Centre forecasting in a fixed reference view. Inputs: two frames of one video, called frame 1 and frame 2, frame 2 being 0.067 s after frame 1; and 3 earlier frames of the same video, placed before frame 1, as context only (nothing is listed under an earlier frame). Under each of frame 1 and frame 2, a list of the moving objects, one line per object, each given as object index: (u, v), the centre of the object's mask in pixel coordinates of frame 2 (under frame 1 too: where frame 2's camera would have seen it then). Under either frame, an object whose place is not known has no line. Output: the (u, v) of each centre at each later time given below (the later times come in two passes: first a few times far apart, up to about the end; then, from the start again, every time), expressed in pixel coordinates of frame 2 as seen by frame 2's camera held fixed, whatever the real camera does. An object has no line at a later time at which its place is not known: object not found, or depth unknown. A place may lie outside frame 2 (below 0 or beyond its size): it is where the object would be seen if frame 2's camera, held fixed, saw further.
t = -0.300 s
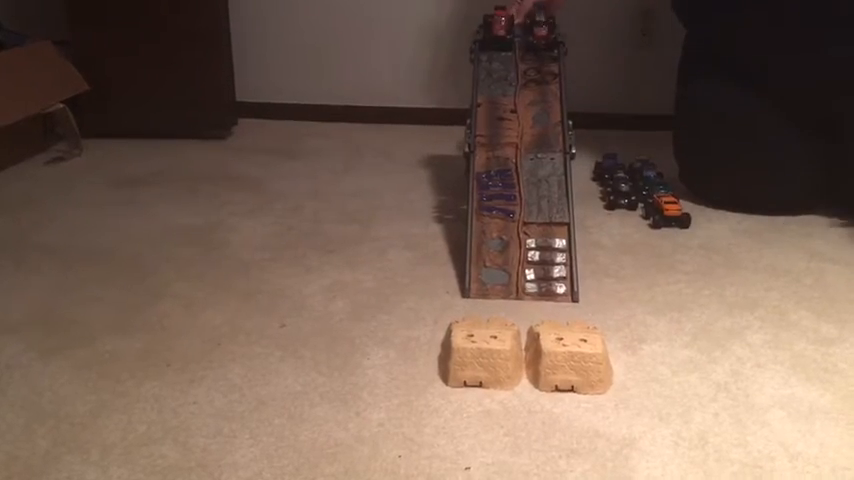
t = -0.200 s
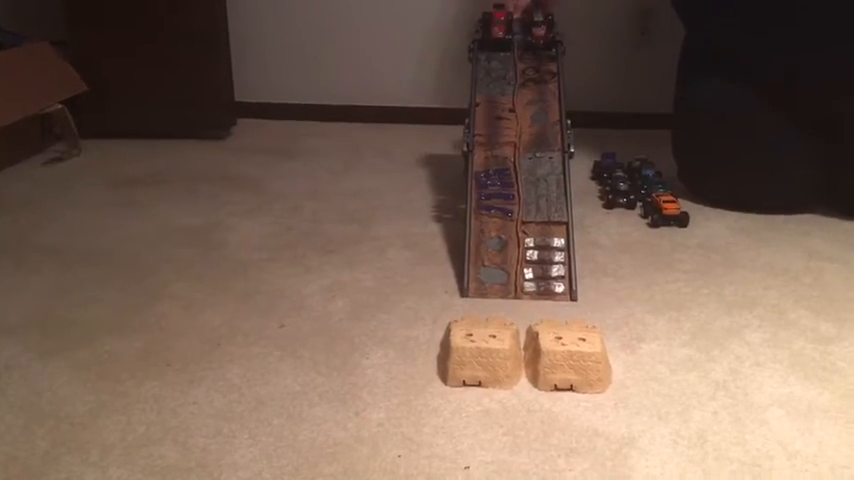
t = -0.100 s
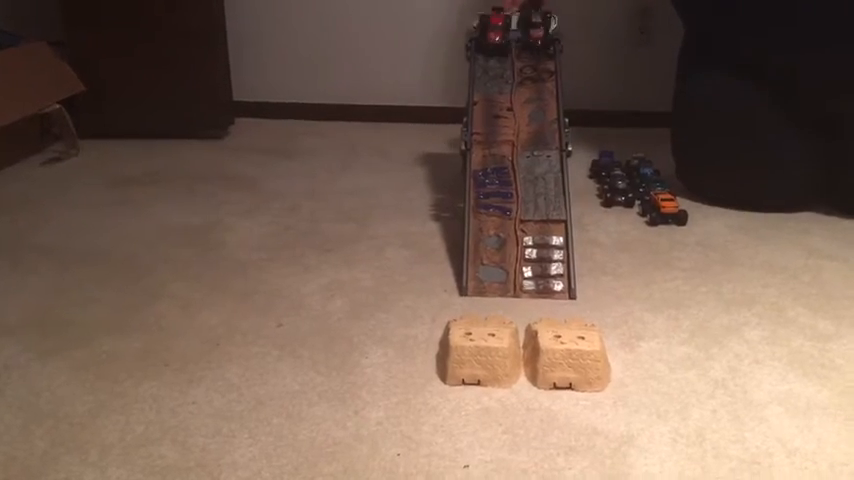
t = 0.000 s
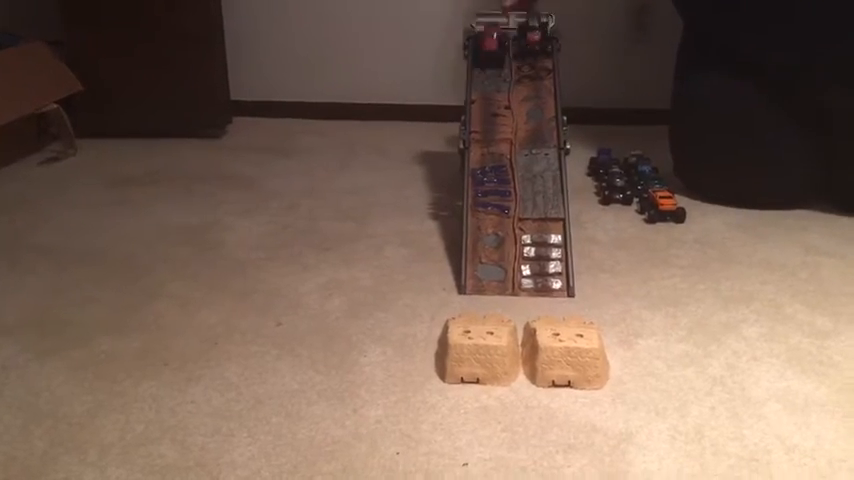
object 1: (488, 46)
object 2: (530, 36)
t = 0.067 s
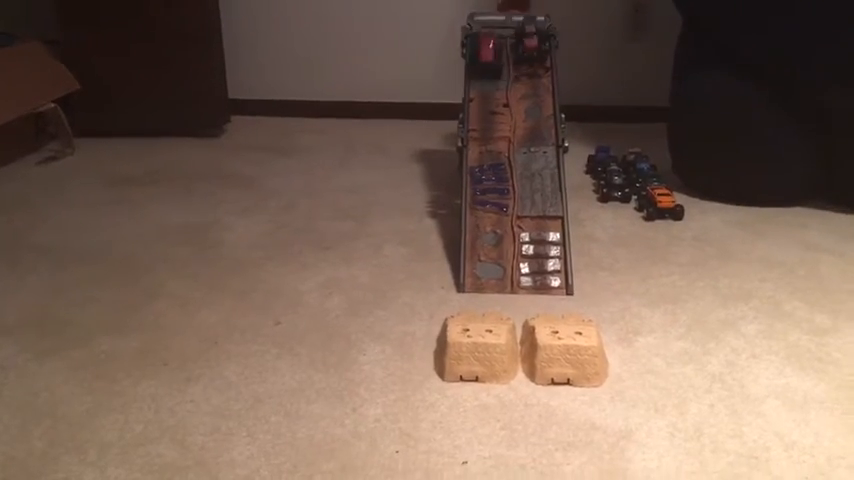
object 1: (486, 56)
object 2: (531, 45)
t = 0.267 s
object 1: (492, 107)
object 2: (530, 85)
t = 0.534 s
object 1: (535, 257)
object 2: (541, 195)
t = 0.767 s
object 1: (620, 322)
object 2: (537, 310)
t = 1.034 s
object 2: (519, 320)
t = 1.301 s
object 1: (760, 371)
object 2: (520, 320)
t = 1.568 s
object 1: (735, 364)
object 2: (521, 320)
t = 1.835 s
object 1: (736, 364)
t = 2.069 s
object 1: (736, 363)
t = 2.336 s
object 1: (735, 364)
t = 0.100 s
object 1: (487, 65)
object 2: (531, 52)
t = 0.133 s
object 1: (487, 70)
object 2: (530, 56)
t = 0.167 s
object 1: (488, 77)
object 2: (531, 59)
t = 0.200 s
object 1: (488, 87)
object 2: (531, 67)
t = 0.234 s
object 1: (491, 97)
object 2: (531, 75)
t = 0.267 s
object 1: (492, 107)
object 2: (530, 85)
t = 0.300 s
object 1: (496, 119)
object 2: (530, 95)
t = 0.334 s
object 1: (499, 134)
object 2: (531, 106)
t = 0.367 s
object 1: (503, 150)
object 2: (534, 116)
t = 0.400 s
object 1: (510, 167)
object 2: (538, 130)
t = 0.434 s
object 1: (516, 187)
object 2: (539, 142)
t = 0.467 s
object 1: (522, 209)
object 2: (540, 157)
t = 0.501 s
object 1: (530, 232)
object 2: (540, 175)
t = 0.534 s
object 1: (535, 257)
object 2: (541, 195)
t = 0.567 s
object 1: (543, 281)
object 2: (543, 217)
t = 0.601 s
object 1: (552, 292)
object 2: (541, 242)
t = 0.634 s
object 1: (563, 296)
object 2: (543, 261)
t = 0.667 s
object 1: (567, 298)
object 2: (542, 276)
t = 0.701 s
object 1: (582, 305)
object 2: (534, 300)
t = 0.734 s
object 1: (607, 314)
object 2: (540, 306)
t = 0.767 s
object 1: (620, 322)
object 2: (537, 310)
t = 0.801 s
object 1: (634, 331)
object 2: (533, 311)
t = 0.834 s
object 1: (649, 334)
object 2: (529, 315)
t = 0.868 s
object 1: (666, 336)
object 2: (525, 318)
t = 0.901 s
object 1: (684, 341)
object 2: (522, 319)
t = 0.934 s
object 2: (520, 319)
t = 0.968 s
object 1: (720, 352)
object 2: (519, 320)
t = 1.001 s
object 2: (519, 320)
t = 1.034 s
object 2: (519, 320)
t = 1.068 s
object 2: (519, 320)
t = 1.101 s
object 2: (520, 319)
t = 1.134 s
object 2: (520, 320)
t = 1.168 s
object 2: (520, 320)
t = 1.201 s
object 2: (520, 319)
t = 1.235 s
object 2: (520, 320)
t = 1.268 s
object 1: (768, 370)
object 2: (520, 320)
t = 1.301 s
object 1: (760, 371)
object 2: (520, 320)
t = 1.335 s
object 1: (752, 369)
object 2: (520, 319)
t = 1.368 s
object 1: (745, 366)
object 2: (520, 320)
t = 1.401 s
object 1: (739, 364)
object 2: (520, 320)
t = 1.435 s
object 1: (736, 363)
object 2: (520, 320)
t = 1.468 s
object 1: (734, 364)
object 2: (521, 320)
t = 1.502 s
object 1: (735, 364)
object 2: (521, 320)
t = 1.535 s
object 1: (735, 365)
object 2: (520, 320)
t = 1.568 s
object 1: (735, 364)
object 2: (521, 320)
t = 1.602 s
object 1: (735, 364)
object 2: (521, 320)
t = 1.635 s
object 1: (735, 364)
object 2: (521, 320)
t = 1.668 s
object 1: (735, 364)
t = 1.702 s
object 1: (736, 364)
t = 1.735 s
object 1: (736, 364)
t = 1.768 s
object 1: (736, 364)
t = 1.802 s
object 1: (736, 364)
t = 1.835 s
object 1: (736, 364)
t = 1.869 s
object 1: (736, 364)
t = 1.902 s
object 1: (736, 364)
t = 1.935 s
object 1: (736, 364)
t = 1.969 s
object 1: (736, 364)
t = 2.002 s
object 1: (736, 364)
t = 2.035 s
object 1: (736, 364)
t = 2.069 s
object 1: (736, 363)
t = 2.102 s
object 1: (736, 364)
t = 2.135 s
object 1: (735, 364)
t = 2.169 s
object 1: (736, 364)
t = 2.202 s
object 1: (736, 364)
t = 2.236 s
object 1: (736, 364)
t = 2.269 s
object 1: (735, 364)
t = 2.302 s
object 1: (735, 364)
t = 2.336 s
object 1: (735, 364)
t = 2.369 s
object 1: (736, 364)
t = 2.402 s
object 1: (736, 364)
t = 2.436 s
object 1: (736, 364)
